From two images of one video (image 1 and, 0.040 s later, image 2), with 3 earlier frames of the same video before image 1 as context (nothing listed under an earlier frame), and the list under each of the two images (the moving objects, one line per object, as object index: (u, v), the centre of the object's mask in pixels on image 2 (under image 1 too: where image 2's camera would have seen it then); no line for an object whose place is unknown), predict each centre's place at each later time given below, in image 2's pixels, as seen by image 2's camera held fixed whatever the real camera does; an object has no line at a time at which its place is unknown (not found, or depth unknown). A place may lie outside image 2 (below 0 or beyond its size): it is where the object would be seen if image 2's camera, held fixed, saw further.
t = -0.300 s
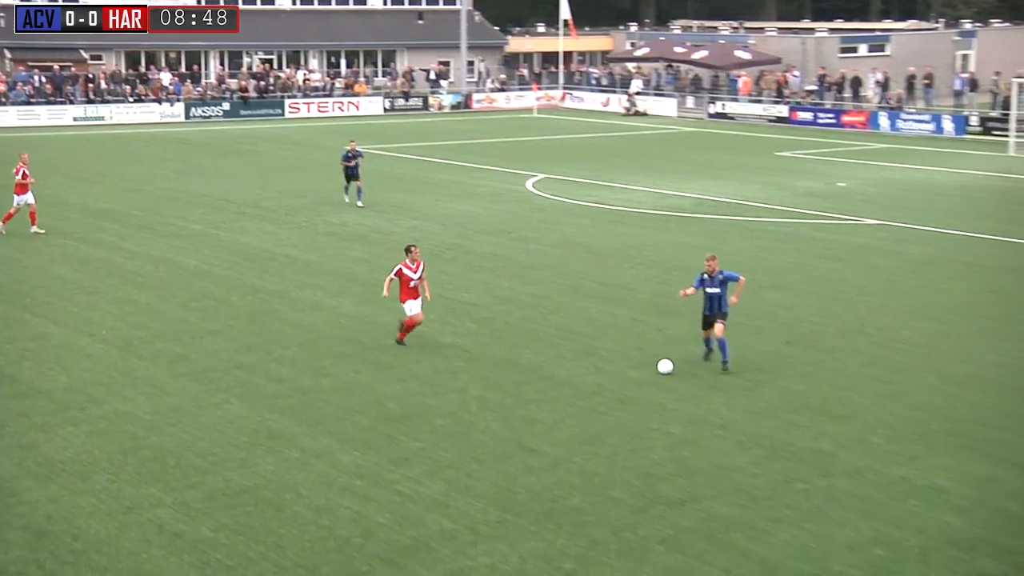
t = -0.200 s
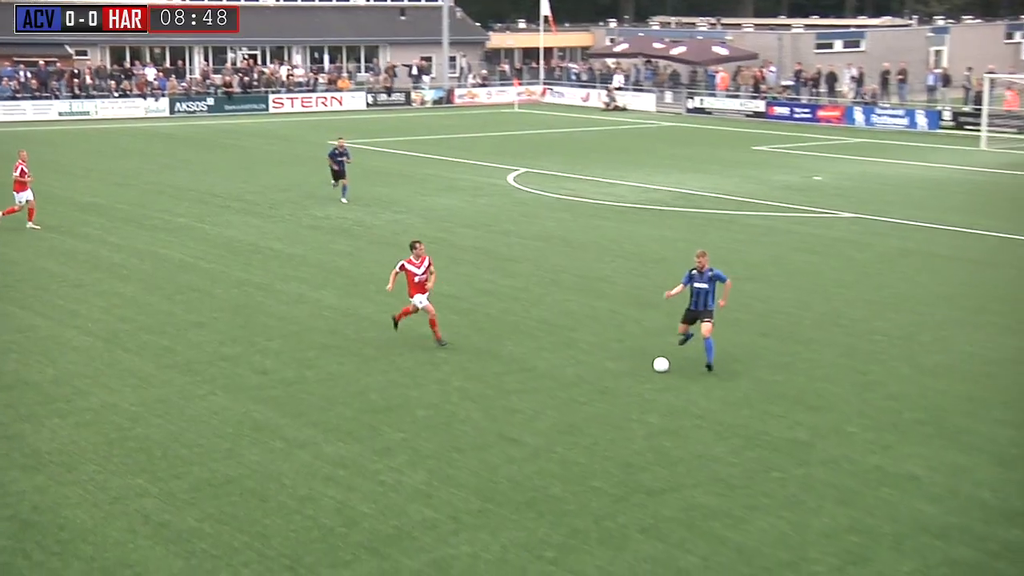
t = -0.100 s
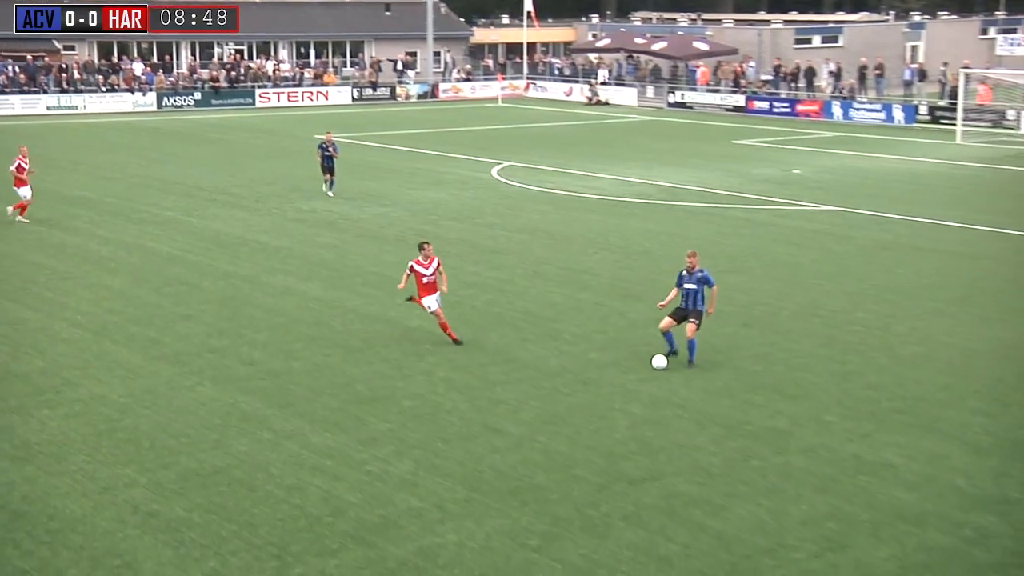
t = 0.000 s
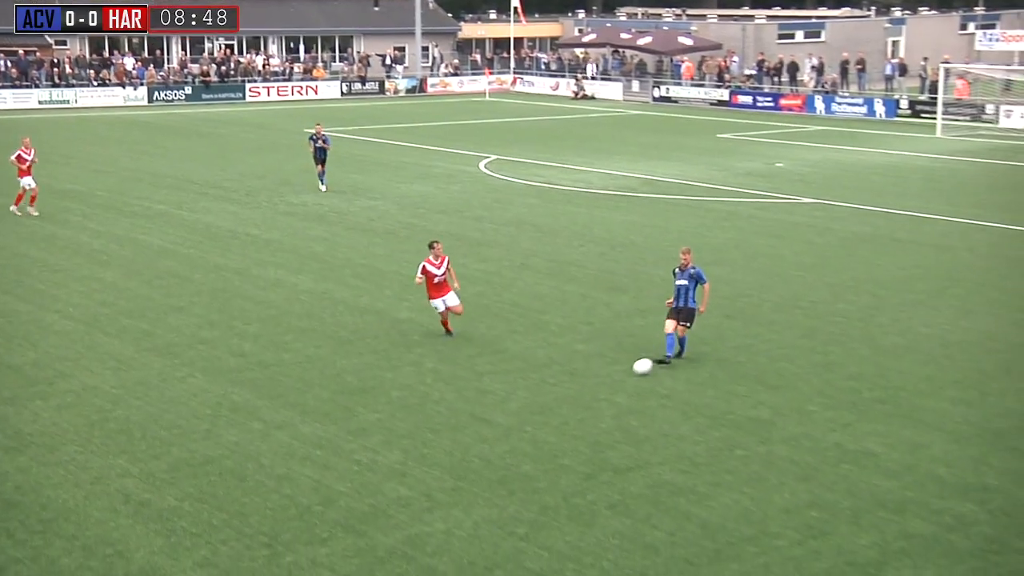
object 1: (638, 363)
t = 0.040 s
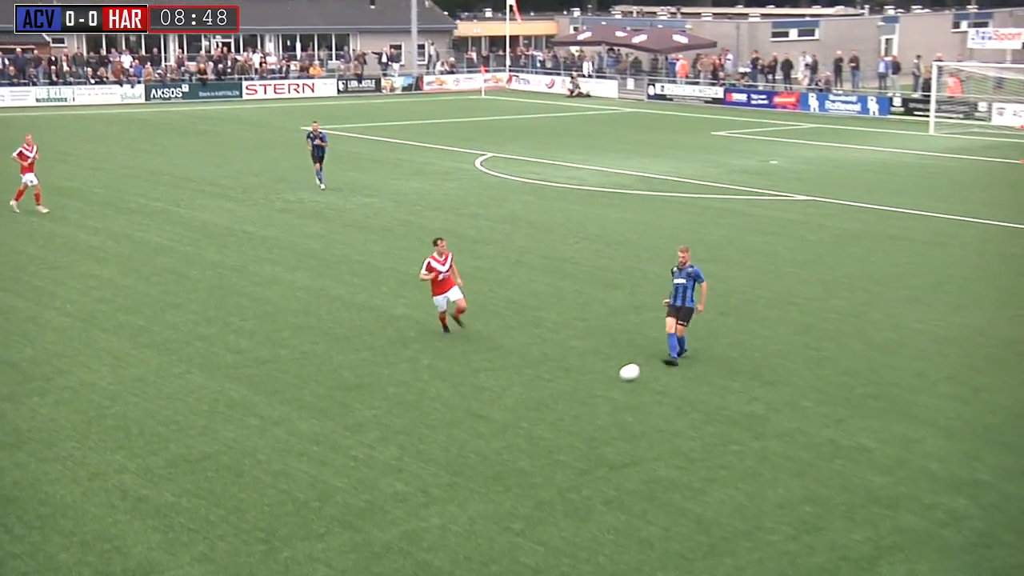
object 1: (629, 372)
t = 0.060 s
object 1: (625, 377)
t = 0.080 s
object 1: (620, 383)
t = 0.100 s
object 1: (616, 388)
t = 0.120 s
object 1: (611, 394)
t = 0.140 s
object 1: (607, 398)
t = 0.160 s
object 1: (602, 403)
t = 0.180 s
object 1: (598, 408)
